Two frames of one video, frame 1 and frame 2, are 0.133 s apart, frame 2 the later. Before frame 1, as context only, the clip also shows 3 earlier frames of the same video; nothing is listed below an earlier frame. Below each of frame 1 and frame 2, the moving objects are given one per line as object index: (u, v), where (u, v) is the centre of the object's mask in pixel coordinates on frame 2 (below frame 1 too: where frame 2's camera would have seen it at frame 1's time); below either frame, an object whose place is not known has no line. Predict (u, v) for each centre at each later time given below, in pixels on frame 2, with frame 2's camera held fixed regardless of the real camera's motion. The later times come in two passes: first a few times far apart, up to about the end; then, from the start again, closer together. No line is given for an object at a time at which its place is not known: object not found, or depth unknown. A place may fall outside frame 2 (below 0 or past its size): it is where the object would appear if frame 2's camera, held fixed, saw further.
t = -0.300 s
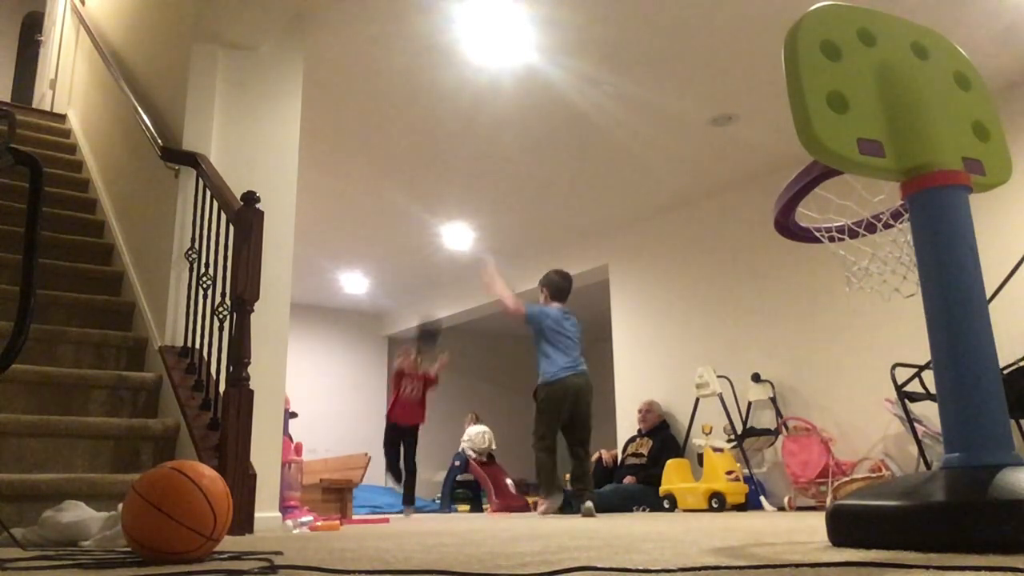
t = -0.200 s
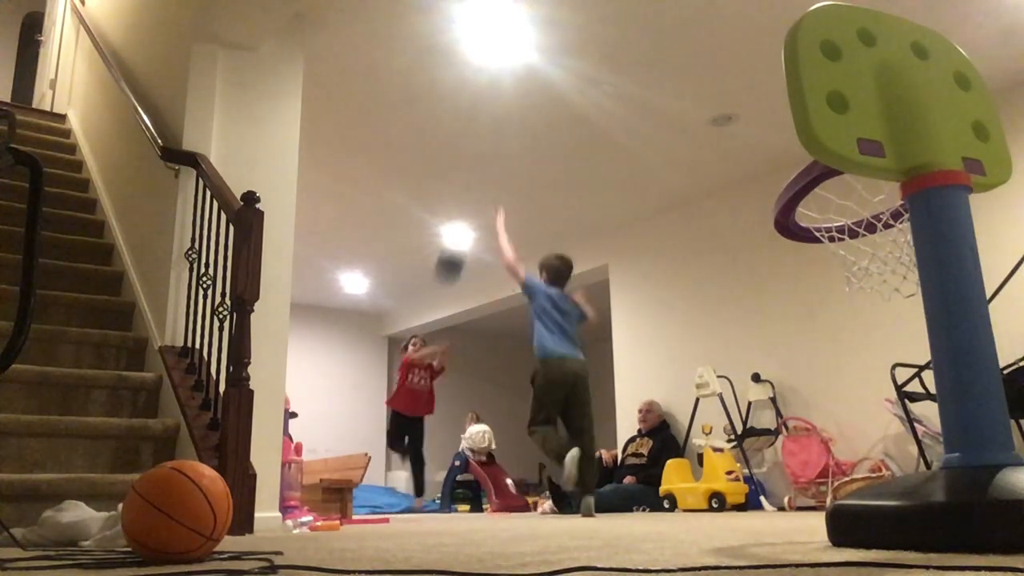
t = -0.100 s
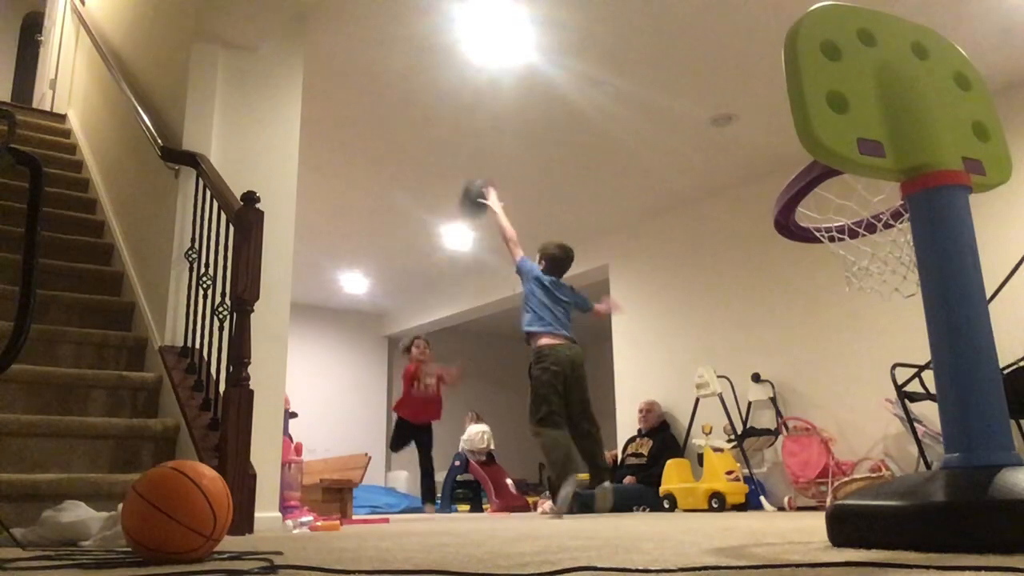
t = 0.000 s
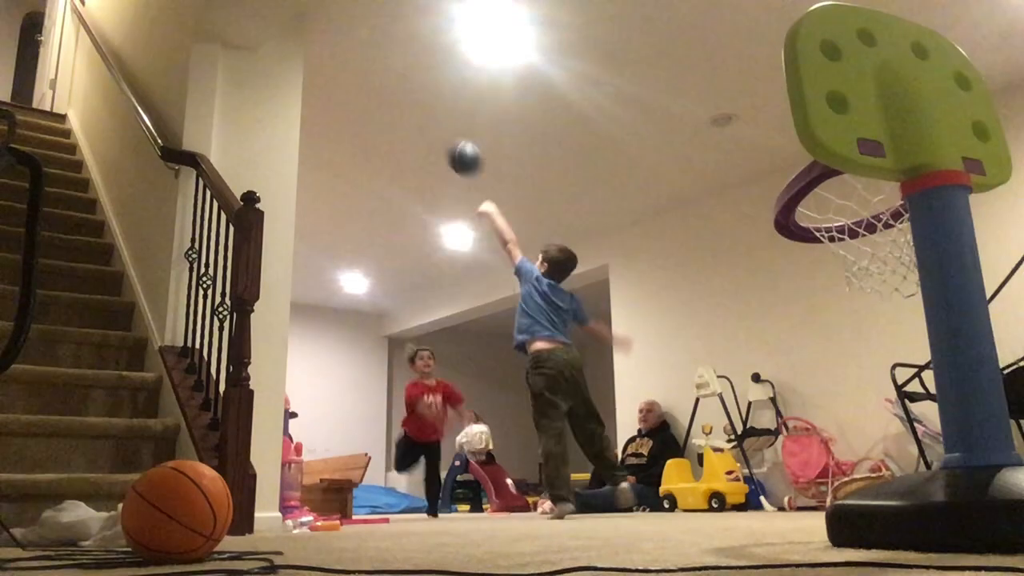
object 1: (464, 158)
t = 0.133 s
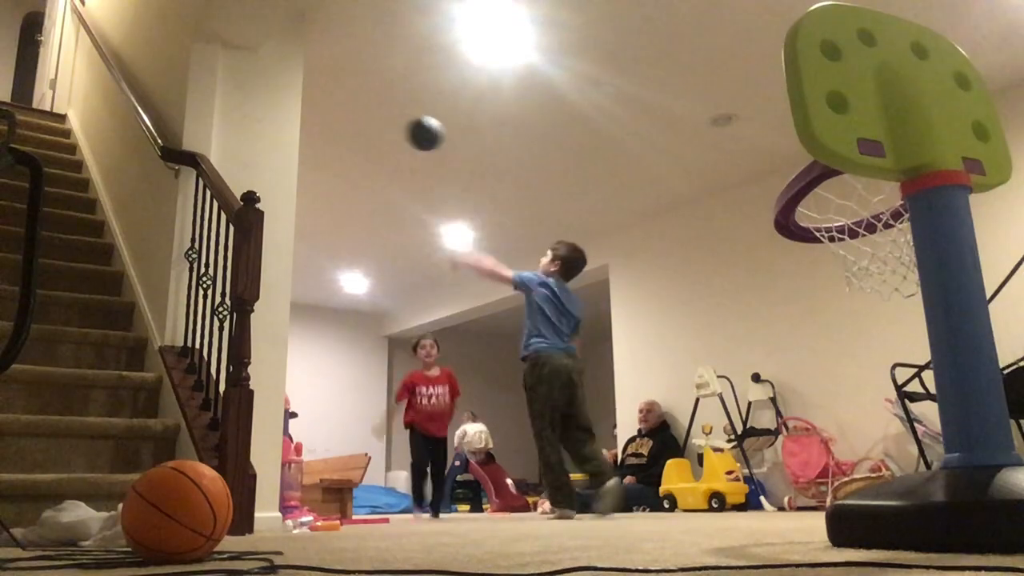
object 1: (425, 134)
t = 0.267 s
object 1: (380, 138)
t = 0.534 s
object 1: (271, 276)
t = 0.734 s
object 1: (285, 488)
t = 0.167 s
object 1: (415, 131)
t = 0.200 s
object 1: (404, 131)
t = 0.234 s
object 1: (392, 133)
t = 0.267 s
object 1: (380, 138)
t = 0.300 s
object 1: (367, 145)
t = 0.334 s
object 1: (354, 153)
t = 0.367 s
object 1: (341, 165)
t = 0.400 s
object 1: (326, 182)
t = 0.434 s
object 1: (311, 201)
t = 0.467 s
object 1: (297, 220)
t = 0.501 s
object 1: (283, 242)
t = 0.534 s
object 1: (271, 276)
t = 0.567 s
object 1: (259, 314)
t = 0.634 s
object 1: (260, 377)
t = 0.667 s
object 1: (265, 407)
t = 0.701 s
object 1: (271, 442)
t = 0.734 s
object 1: (285, 488)
